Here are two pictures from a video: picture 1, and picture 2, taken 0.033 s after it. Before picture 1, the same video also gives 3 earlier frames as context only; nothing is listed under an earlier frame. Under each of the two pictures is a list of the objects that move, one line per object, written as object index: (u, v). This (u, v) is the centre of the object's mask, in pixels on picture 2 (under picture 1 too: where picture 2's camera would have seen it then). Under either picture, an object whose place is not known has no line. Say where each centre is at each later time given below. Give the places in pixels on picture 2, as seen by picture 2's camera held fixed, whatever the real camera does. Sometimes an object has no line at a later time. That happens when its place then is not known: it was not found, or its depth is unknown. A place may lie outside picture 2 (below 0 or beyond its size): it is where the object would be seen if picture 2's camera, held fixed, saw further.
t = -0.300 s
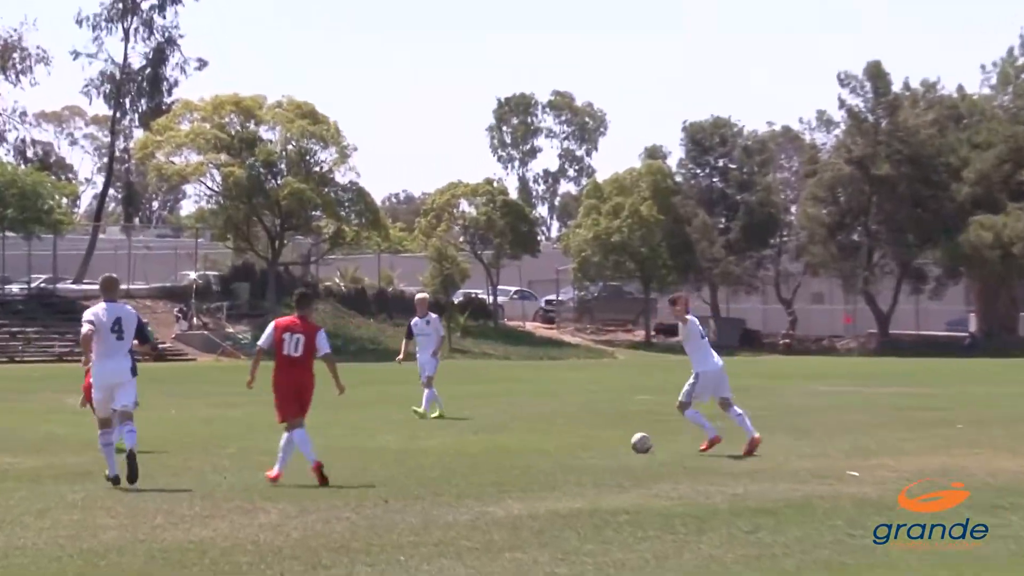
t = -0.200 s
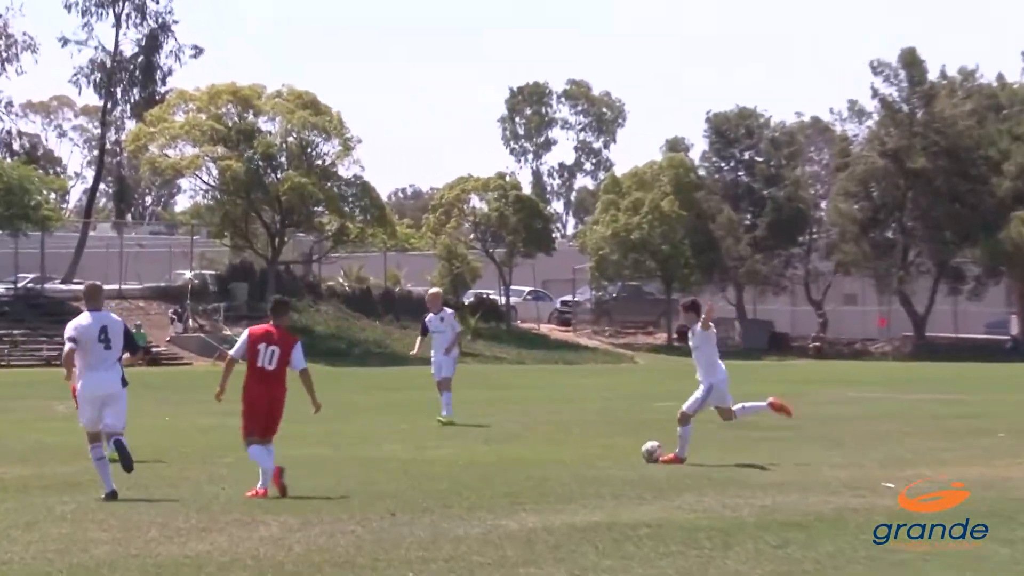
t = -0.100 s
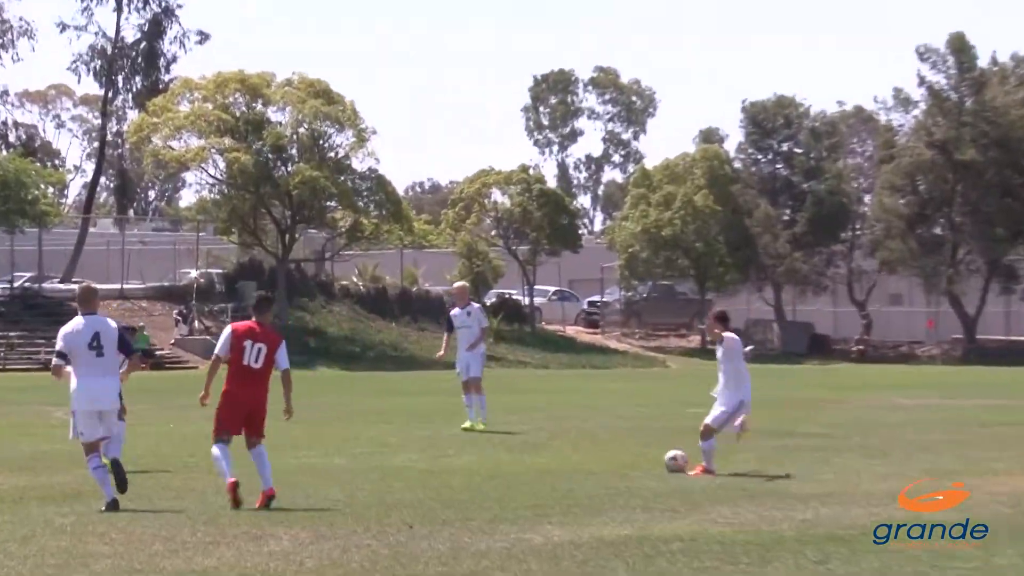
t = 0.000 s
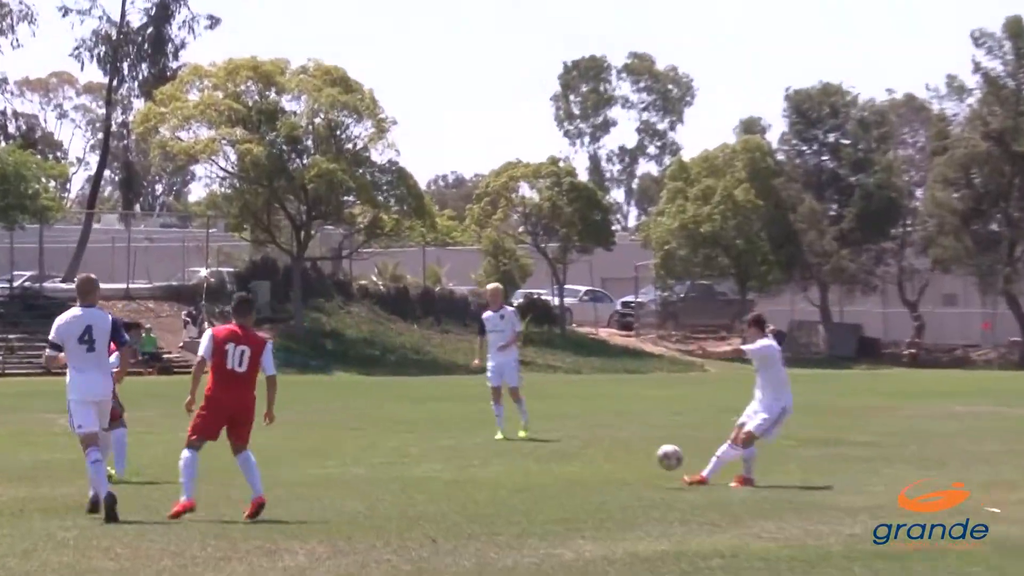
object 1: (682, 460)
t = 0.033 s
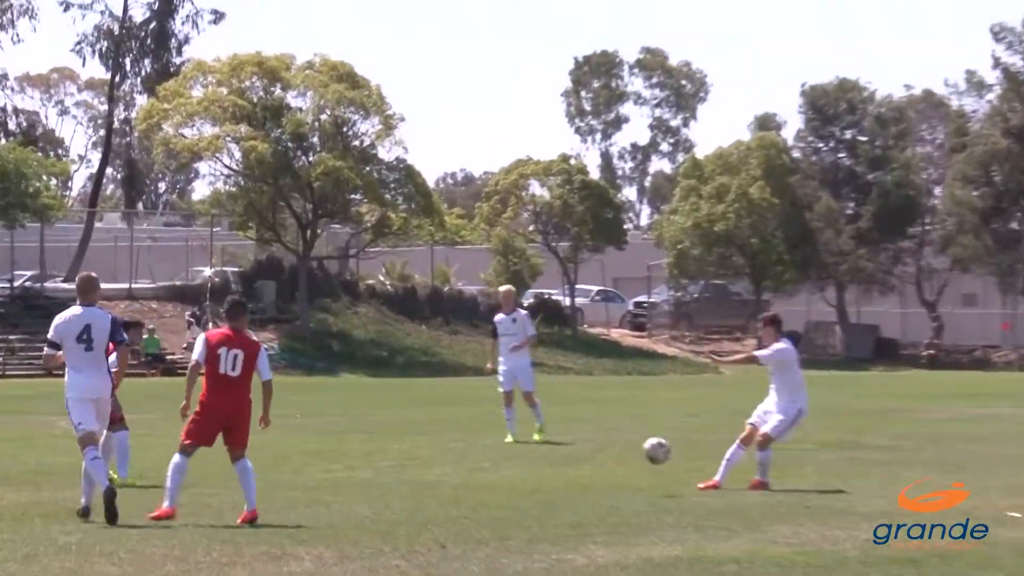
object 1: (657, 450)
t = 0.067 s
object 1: (630, 443)
